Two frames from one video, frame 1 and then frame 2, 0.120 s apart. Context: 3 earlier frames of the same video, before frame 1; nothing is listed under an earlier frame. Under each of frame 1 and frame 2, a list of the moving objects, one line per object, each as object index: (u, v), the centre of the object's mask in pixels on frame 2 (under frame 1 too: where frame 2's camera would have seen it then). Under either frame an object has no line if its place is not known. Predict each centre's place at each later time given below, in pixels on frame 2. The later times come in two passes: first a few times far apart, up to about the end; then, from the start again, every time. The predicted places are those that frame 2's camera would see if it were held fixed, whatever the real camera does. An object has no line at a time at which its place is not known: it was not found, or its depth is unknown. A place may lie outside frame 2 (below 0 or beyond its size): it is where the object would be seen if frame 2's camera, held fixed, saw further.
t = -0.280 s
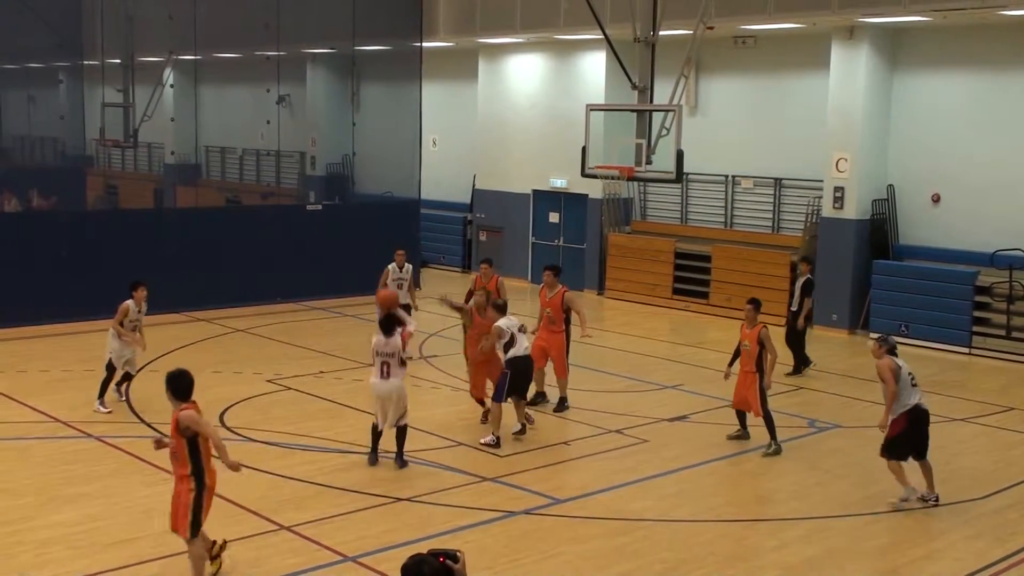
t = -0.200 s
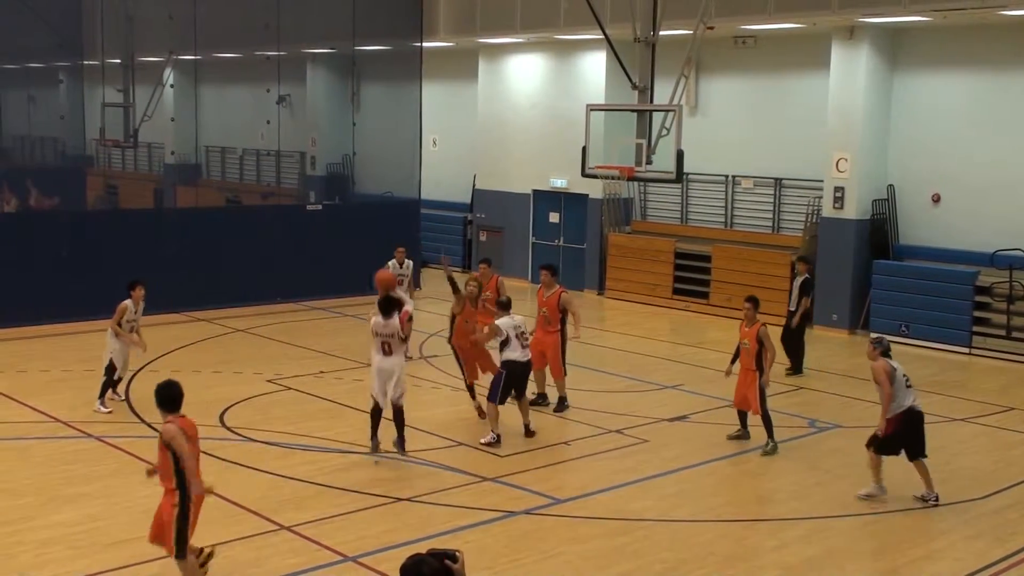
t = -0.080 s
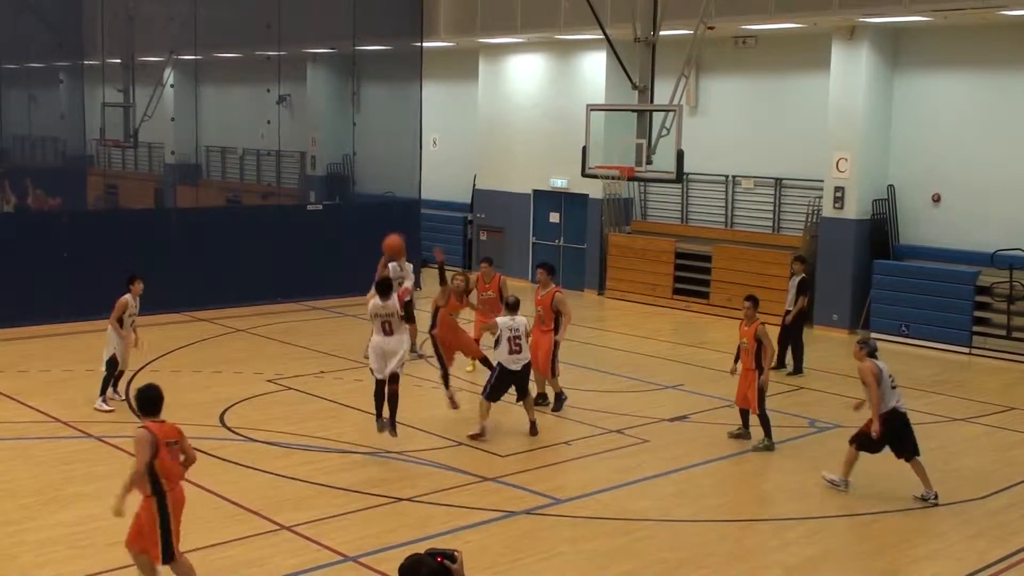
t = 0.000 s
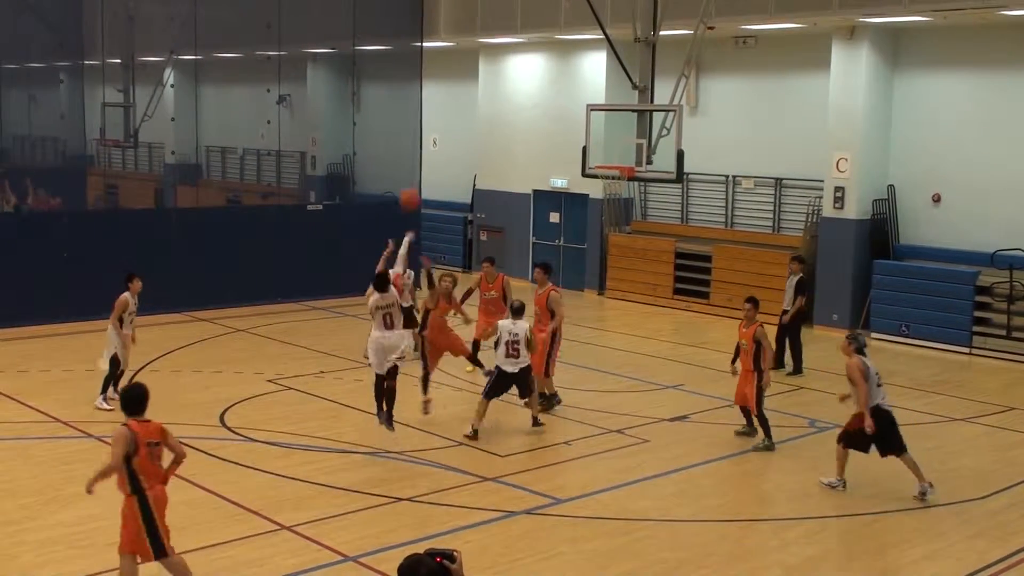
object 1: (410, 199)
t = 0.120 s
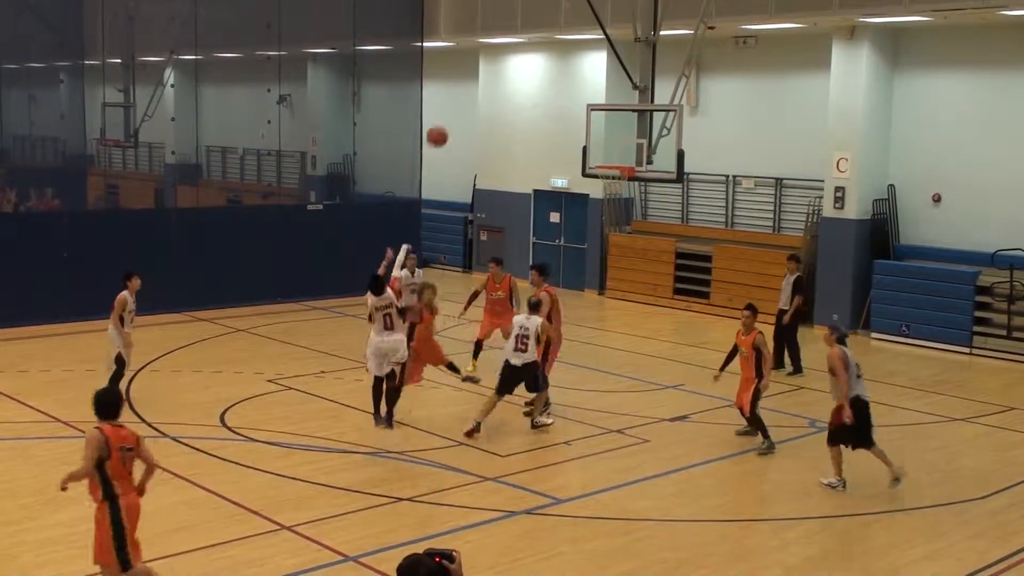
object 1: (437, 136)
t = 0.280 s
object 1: (469, 78)
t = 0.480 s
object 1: (505, 40)
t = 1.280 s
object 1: (611, 167)
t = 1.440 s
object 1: (621, 179)
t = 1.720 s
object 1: (608, 183)
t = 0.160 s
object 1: (446, 119)
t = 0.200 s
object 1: (453, 104)
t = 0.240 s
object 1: (461, 90)
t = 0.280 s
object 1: (469, 78)
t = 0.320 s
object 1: (476, 68)
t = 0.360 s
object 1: (484, 59)
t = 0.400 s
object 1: (491, 52)
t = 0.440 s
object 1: (498, 45)
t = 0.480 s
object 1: (505, 40)
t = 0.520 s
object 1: (512, 36)
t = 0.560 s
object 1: (519, 35)
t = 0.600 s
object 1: (525, 34)
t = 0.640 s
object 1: (531, 35)
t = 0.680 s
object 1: (537, 36)
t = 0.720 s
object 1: (543, 40)
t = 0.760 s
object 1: (548, 44)
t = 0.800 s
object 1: (554, 50)
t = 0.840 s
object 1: (559, 56)
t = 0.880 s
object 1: (564, 63)
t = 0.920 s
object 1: (569, 71)
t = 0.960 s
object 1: (574, 81)
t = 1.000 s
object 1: (579, 91)
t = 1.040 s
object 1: (584, 102)
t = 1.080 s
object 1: (588, 114)
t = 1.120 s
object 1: (592, 127)
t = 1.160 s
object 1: (597, 140)
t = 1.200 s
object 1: (601, 155)
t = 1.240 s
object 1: (605, 162)
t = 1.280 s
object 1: (611, 167)
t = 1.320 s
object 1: (615, 171)
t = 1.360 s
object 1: (615, 172)
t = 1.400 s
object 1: (618, 176)
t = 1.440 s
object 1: (621, 179)
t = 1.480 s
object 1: (622, 179)
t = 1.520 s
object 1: (619, 178)
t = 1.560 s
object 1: (616, 178)
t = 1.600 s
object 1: (615, 178)
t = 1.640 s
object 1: (613, 178)
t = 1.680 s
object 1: (610, 180)
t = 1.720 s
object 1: (608, 183)
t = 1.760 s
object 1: (606, 187)
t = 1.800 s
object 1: (605, 191)
